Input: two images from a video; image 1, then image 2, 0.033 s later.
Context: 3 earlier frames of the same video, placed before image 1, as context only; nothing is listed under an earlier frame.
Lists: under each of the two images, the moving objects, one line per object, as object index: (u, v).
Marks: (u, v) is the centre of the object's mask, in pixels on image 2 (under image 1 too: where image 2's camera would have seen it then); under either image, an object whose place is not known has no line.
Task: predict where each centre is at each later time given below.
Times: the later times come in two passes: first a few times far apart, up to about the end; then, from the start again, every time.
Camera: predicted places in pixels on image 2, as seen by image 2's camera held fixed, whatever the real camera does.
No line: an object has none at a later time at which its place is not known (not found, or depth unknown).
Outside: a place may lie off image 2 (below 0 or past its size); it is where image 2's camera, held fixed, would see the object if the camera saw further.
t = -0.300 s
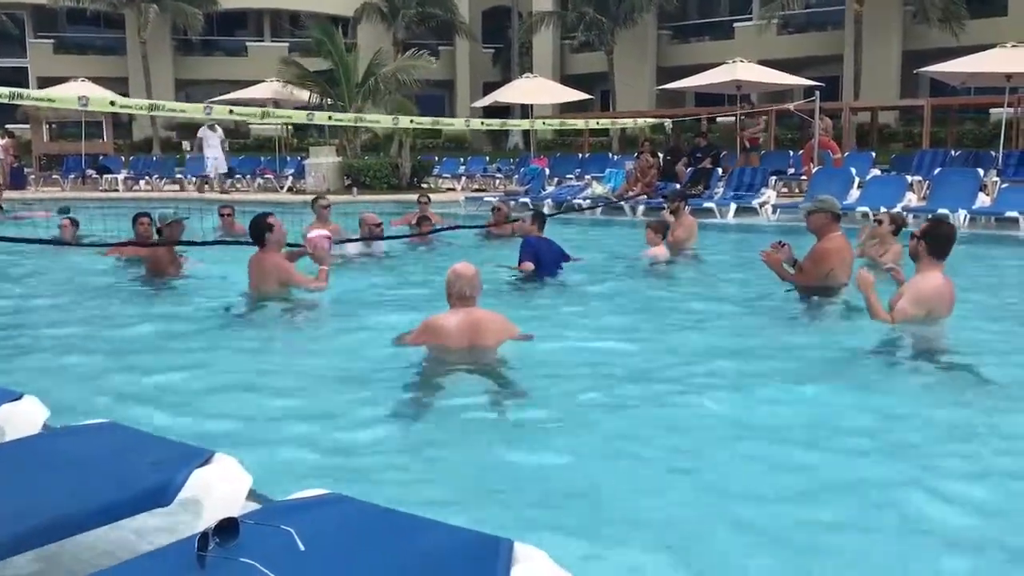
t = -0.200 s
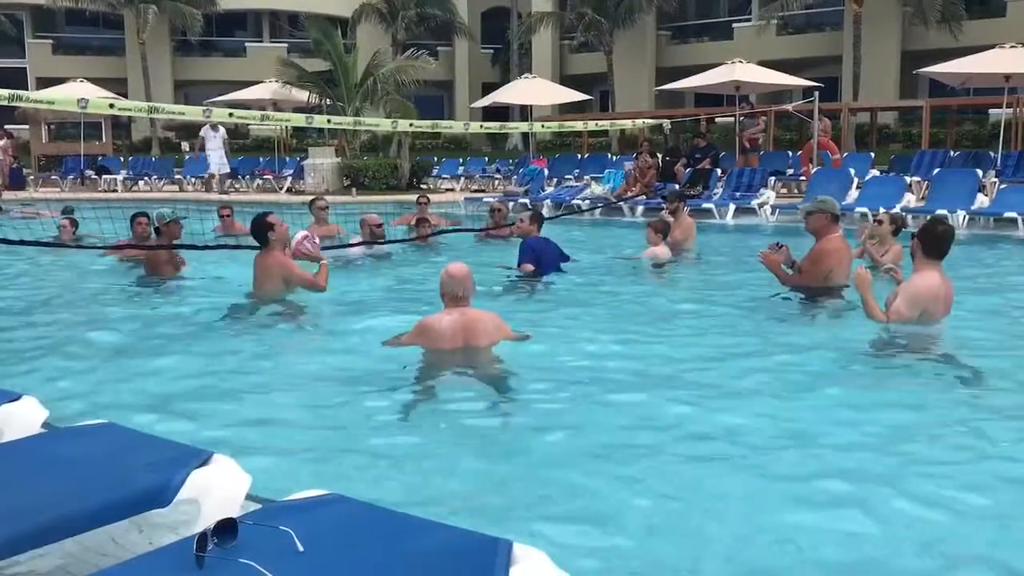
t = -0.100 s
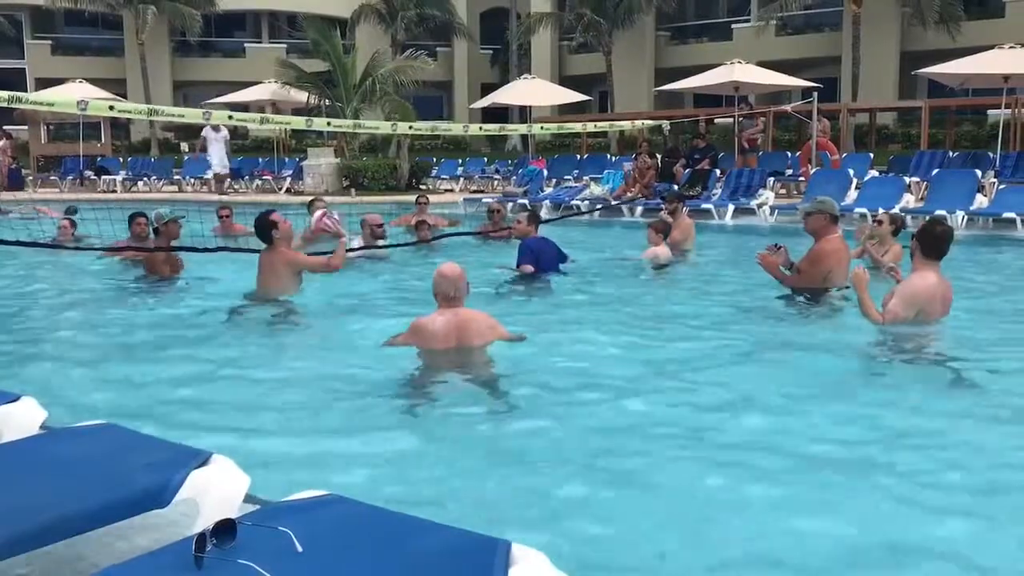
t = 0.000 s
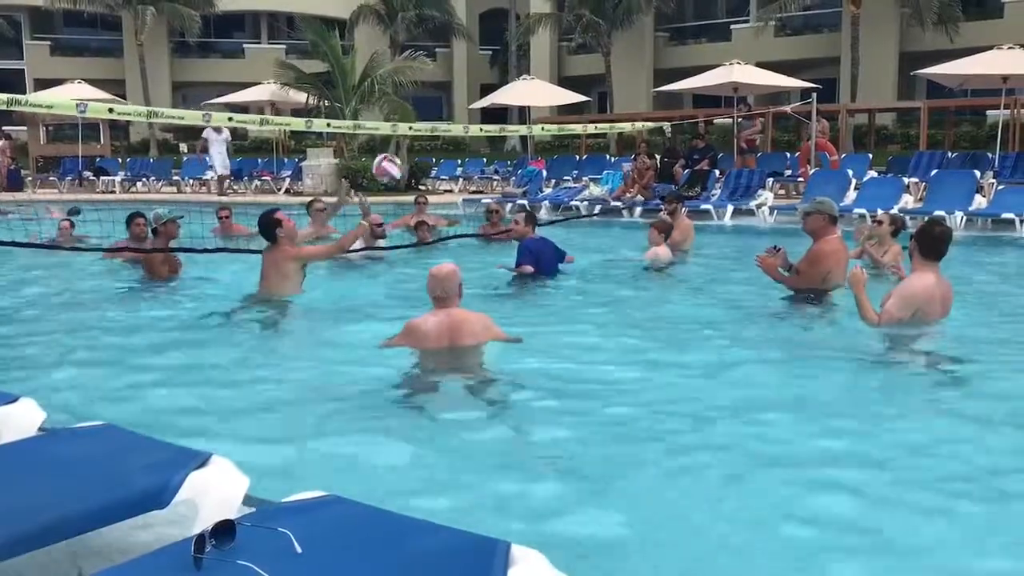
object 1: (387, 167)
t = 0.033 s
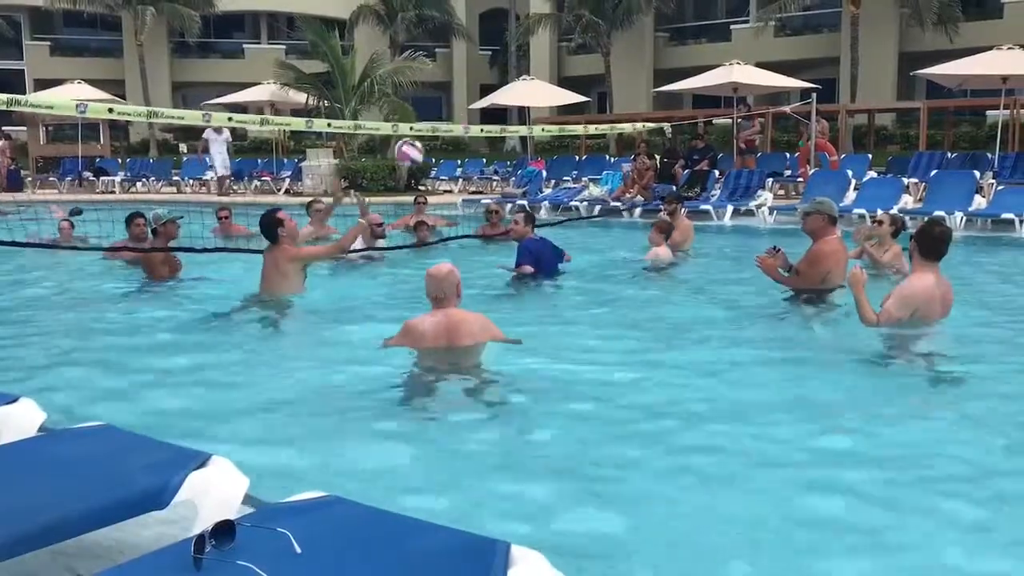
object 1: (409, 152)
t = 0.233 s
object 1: (534, 94)
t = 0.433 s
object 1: (648, 97)
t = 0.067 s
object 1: (432, 139)
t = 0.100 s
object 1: (452, 124)
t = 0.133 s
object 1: (475, 114)
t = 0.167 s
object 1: (494, 107)
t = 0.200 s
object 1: (514, 99)
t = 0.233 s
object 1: (534, 94)
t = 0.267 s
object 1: (554, 90)
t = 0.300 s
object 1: (574, 89)
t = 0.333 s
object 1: (593, 89)
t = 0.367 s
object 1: (611, 88)
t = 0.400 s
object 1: (630, 93)
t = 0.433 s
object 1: (648, 97)
